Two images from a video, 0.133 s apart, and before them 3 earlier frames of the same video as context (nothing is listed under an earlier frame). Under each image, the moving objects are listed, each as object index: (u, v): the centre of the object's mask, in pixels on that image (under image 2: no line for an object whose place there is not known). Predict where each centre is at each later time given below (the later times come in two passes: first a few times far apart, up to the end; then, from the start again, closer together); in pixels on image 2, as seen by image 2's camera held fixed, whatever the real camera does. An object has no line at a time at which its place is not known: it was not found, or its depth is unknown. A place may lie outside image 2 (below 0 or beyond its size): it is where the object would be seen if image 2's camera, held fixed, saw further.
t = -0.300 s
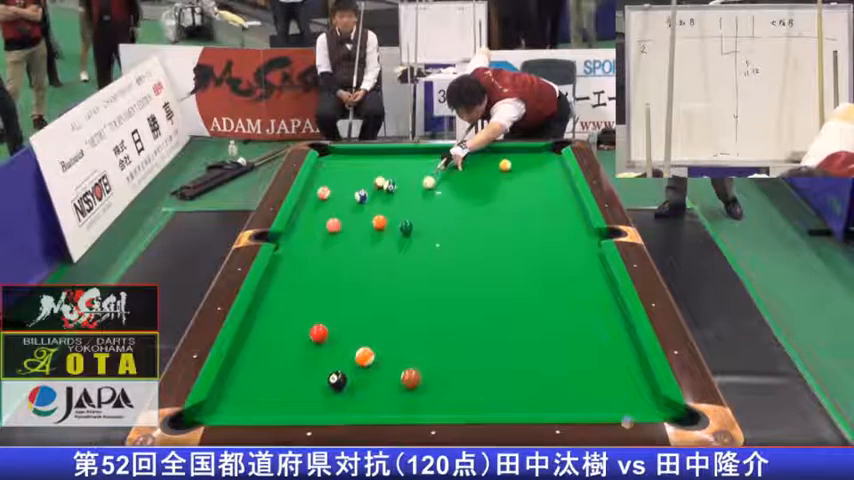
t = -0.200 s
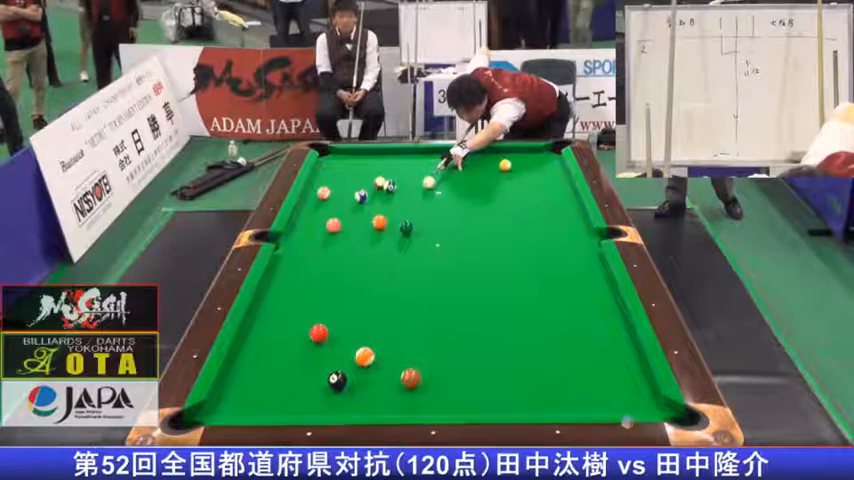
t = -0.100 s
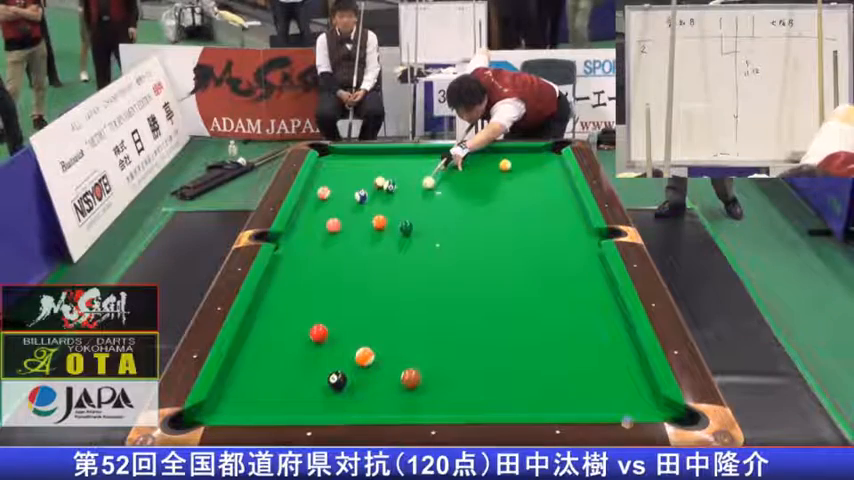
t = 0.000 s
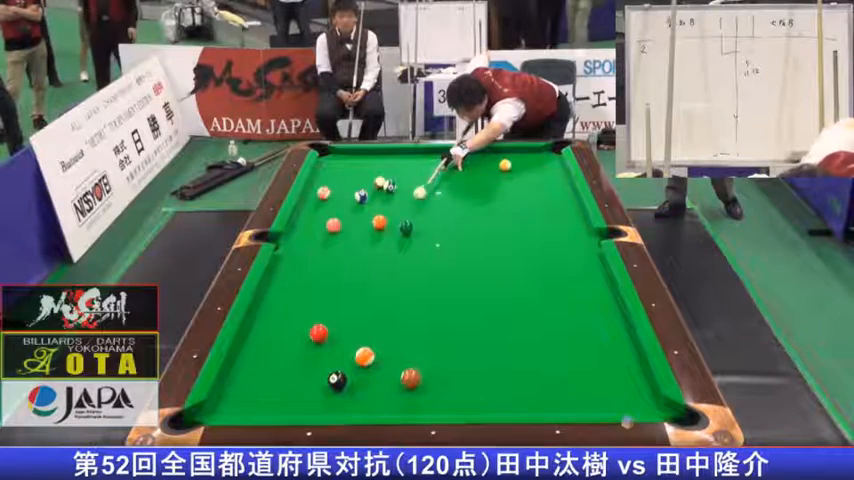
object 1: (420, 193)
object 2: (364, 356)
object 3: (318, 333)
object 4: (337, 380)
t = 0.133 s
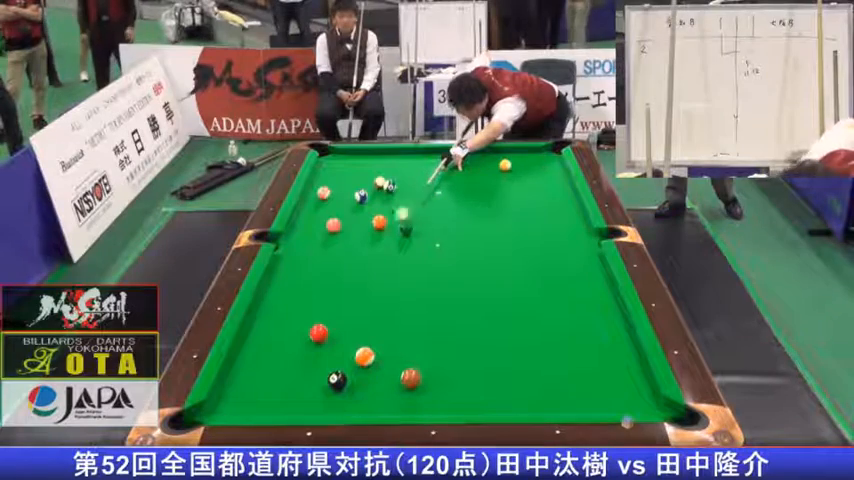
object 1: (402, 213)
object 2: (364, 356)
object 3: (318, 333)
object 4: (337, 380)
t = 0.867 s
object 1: (240, 367)
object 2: (375, 357)
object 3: (345, 362)
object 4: (337, 380)
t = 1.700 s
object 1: (334, 365)
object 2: (472, 367)
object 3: (370, 389)
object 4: (354, 402)
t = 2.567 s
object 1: (380, 310)
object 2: (555, 375)
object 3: (419, 389)
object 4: (359, 401)
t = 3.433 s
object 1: (410, 273)
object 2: (616, 382)
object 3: (447, 387)
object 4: (359, 401)
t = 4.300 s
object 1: (432, 249)
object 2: (643, 386)
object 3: (453, 387)
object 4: (359, 401)
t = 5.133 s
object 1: (447, 233)
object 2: (640, 388)
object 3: (454, 388)
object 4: (359, 400)
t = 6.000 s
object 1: (455, 223)
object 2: (640, 388)
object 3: (454, 387)
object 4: (359, 400)
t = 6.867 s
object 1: (457, 219)
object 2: (641, 387)
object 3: (454, 388)
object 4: (359, 400)
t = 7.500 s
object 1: (457, 218)
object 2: (641, 387)
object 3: (454, 387)
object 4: (359, 400)
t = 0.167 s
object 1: (397, 219)
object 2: (364, 356)
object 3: (318, 333)
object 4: (337, 380)
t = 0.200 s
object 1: (392, 226)
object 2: (364, 356)
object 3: (318, 333)
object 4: (337, 380)
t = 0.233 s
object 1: (387, 232)
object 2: (364, 356)
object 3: (318, 333)
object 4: (337, 380)
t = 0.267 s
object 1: (381, 238)
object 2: (364, 356)
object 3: (318, 333)
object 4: (337, 380)
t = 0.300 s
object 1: (376, 245)
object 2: (364, 356)
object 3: (318, 333)
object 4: (337, 380)
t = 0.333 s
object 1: (371, 252)
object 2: (364, 356)
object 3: (318, 333)
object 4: (337, 380)
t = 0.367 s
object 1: (364, 259)
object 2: (364, 356)
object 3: (318, 333)
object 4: (337, 380)
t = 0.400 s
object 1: (359, 266)
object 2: (364, 356)
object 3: (318, 333)
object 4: (337, 380)
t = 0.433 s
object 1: (352, 274)
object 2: (364, 356)
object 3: (318, 333)
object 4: (337, 380)
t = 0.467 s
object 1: (345, 281)
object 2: (364, 356)
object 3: (318, 333)
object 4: (337, 380)
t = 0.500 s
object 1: (338, 290)
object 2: (364, 356)
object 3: (318, 333)
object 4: (337, 380)
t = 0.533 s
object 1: (332, 298)
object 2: (364, 356)
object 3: (318, 333)
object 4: (337, 380)
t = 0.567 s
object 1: (325, 307)
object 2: (364, 356)
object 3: (318, 333)
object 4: (337, 380)
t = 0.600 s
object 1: (317, 316)
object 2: (364, 356)
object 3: (318, 334)
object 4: (337, 380)
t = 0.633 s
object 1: (308, 325)
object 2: (364, 356)
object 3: (319, 334)
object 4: (337, 380)
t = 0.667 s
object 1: (295, 331)
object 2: (364, 357)
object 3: (324, 337)
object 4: (337, 380)
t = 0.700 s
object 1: (282, 337)
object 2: (364, 357)
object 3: (330, 342)
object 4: (337, 380)
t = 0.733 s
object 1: (268, 343)
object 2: (364, 357)
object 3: (335, 347)
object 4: (337, 380)
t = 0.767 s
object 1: (255, 349)
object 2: (364, 356)
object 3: (341, 351)
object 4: (337, 380)
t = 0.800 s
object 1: (241, 356)
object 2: (364, 356)
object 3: (345, 355)
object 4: (337, 380)
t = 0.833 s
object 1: (234, 362)
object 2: (370, 357)
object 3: (345, 360)
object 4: (337, 380)
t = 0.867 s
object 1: (240, 367)
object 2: (375, 357)
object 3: (345, 362)
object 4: (337, 380)
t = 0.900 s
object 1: (245, 371)
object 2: (379, 358)
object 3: (345, 364)
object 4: (337, 381)
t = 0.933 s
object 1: (251, 376)
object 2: (384, 358)
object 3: (344, 365)
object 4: (337, 380)
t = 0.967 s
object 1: (255, 381)
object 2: (388, 358)
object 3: (344, 367)
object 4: (337, 382)
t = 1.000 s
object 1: (259, 386)
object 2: (392, 359)
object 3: (344, 370)
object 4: (335, 385)
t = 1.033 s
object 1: (263, 391)
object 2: (395, 360)
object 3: (347, 372)
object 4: (334, 386)
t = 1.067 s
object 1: (267, 396)
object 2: (399, 360)
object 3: (348, 373)
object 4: (334, 389)
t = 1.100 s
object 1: (271, 402)
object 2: (403, 361)
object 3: (350, 374)
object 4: (331, 392)
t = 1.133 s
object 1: (275, 406)
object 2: (407, 360)
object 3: (351, 375)
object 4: (330, 394)
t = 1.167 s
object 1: (280, 410)
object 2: (411, 360)
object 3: (352, 376)
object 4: (328, 395)
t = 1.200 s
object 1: (287, 408)
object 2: (416, 360)
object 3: (353, 377)
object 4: (327, 398)
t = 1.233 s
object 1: (295, 405)
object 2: (420, 361)
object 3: (354, 378)
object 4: (325, 401)
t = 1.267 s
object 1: (301, 402)
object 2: (423, 362)
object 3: (355, 379)
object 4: (324, 402)
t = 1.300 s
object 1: (304, 399)
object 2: (427, 362)
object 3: (357, 380)
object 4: (326, 404)
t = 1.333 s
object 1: (307, 396)
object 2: (431, 363)
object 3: (358, 381)
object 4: (330, 405)
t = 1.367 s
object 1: (309, 393)
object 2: (435, 363)
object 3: (359, 382)
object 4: (333, 408)
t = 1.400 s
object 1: (312, 390)
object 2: (439, 363)
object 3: (360, 383)
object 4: (334, 408)
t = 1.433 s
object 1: (315, 387)
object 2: (442, 364)
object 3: (361, 383)
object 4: (338, 408)
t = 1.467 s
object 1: (317, 384)
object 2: (446, 365)
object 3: (361, 384)
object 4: (340, 407)
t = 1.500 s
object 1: (320, 381)
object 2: (450, 365)
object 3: (363, 384)
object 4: (340, 407)
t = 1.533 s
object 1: (322, 379)
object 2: (454, 366)
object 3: (364, 385)
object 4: (345, 407)
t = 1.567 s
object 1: (325, 376)
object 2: (457, 366)
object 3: (365, 386)
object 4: (348, 405)
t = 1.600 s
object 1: (327, 373)
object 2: (461, 366)
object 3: (366, 387)
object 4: (349, 406)
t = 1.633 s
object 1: (329, 370)
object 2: (465, 366)
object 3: (367, 388)
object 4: (351, 405)
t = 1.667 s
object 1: (331, 367)
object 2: (469, 367)
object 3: (368, 388)
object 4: (352, 405)
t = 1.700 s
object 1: (334, 365)
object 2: (472, 367)
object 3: (370, 389)
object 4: (354, 402)
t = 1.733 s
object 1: (335, 362)
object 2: (476, 367)
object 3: (371, 389)
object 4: (356, 401)
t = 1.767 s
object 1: (338, 360)
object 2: (479, 368)
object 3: (373, 390)
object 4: (358, 401)
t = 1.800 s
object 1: (340, 357)
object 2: (482, 368)
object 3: (375, 390)
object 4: (359, 401)
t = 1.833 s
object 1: (342, 355)
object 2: (485, 368)
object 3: (377, 390)
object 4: (358, 401)
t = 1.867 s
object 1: (344, 353)
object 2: (489, 369)
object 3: (379, 390)
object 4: (359, 401)
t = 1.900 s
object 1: (346, 350)
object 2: (493, 369)
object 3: (381, 390)
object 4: (358, 400)
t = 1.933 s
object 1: (348, 348)
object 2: (496, 369)
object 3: (383, 390)
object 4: (359, 401)
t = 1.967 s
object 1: (350, 346)
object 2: (500, 369)
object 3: (385, 390)
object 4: (359, 401)
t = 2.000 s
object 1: (352, 343)
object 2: (503, 370)
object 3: (387, 390)
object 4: (359, 401)
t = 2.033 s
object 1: (354, 341)
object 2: (507, 370)
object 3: (389, 390)
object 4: (359, 400)
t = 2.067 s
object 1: (356, 339)
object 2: (510, 371)
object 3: (392, 389)
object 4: (359, 401)
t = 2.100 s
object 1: (357, 337)
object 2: (513, 371)
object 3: (393, 389)
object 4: (359, 401)
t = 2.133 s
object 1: (359, 335)
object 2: (516, 372)
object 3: (396, 389)
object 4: (359, 401)
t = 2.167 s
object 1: (361, 332)
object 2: (519, 372)
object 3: (397, 389)
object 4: (359, 401)
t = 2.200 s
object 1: (363, 330)
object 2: (522, 372)
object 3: (400, 389)
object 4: (359, 401)
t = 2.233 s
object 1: (364, 328)
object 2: (525, 373)
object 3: (401, 389)
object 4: (359, 401)
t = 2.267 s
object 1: (366, 326)
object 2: (528, 373)
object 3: (403, 389)
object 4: (359, 401)
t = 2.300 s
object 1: (368, 324)
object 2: (531, 373)
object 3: (404, 388)
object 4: (359, 401)
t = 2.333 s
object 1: (369, 322)
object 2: (535, 373)
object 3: (406, 388)
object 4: (359, 401)
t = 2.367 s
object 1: (371, 320)
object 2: (538, 373)
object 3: (408, 388)
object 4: (359, 401)
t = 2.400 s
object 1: (372, 319)
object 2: (541, 374)
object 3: (409, 388)
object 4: (359, 401)
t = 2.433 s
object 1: (374, 317)
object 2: (544, 374)
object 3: (411, 389)
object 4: (359, 401)
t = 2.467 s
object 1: (375, 315)
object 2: (546, 375)
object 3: (413, 390)
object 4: (359, 401)
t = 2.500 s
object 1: (377, 314)
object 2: (549, 376)
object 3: (414, 390)
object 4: (359, 401)
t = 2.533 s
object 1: (378, 312)
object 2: (552, 375)
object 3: (417, 390)
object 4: (359, 401)
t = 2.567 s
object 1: (380, 310)
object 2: (555, 375)
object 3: (419, 389)
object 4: (359, 401)
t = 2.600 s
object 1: (381, 308)
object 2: (558, 376)
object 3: (420, 389)
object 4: (359, 401)
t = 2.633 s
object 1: (383, 307)
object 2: (561, 376)
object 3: (420, 389)
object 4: (359, 401)
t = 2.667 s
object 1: (384, 305)
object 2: (564, 376)
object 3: (421, 389)
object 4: (359, 401)
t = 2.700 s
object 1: (386, 303)
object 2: (567, 376)
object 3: (424, 388)
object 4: (359, 401)
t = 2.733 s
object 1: (387, 302)
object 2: (569, 377)
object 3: (425, 388)
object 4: (359, 401)
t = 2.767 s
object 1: (388, 300)
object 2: (571, 377)
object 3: (426, 388)
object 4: (359, 401)
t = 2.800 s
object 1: (389, 299)
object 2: (574, 377)
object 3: (427, 388)
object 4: (359, 401)
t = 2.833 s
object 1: (390, 297)
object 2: (576, 377)
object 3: (429, 388)
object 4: (359, 401)
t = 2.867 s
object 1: (392, 296)
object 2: (579, 378)
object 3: (429, 388)
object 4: (359, 401)
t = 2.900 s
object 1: (393, 294)
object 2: (581, 378)
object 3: (432, 388)
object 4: (359, 401)
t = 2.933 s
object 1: (394, 293)
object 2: (584, 378)
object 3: (433, 387)
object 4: (359, 401)
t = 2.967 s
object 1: (396, 291)
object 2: (586, 378)
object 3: (434, 387)
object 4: (359, 401)
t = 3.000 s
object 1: (397, 290)
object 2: (589, 379)
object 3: (435, 387)
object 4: (359, 401)
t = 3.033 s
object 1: (398, 289)
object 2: (591, 379)
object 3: (437, 387)
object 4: (359, 401)
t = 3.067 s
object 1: (399, 287)
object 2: (593, 379)
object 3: (438, 387)
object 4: (359, 401)
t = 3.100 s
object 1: (400, 286)
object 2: (595, 380)
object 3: (438, 387)
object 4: (359, 401)
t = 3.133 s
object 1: (402, 284)
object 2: (598, 380)
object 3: (439, 387)
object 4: (359, 401)
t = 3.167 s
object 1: (402, 283)
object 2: (600, 380)
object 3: (440, 387)
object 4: (359, 401)
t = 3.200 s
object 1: (403, 282)
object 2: (602, 380)
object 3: (441, 387)
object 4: (359, 401)
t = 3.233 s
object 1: (404, 281)
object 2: (604, 380)
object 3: (441, 387)
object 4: (359, 401)
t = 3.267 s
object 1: (405, 279)
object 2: (607, 381)
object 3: (443, 387)
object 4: (359, 401)
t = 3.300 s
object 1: (407, 278)
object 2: (608, 381)
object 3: (443, 387)
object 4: (359, 401)
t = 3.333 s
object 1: (408, 277)
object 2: (611, 381)
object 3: (445, 387)
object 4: (359, 401)
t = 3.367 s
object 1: (409, 276)
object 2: (613, 381)
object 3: (445, 387)
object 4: (359, 401)
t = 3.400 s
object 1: (410, 274)
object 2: (615, 382)
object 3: (445, 387)
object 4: (359, 401)
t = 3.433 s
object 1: (410, 273)
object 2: (616, 382)
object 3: (447, 387)
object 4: (359, 401)
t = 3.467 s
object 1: (412, 272)
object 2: (620, 382)
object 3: (447, 387)
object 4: (359, 401)
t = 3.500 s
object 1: (413, 271)
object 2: (621, 382)
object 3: (448, 387)
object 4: (359, 401)
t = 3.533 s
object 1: (413, 270)
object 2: (623, 383)
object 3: (448, 387)
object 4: (359, 401)
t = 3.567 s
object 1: (414, 269)
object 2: (624, 383)
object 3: (448, 387)
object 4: (359, 401)
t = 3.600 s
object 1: (415, 268)
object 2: (626, 383)
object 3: (449, 387)
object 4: (359, 401)
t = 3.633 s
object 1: (416, 267)
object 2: (627, 383)
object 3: (449, 387)
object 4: (359, 401)
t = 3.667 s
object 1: (417, 266)
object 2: (630, 383)
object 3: (450, 387)
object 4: (359, 401)
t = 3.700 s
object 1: (418, 265)
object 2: (631, 384)
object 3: (450, 387)
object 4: (359, 401)
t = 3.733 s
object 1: (419, 264)
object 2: (633, 384)
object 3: (451, 387)
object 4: (359, 401)
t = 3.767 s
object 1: (419, 263)
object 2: (635, 384)
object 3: (452, 387)
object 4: (359, 401)
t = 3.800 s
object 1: (421, 262)
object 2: (637, 385)
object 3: (452, 387)
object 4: (359, 401)
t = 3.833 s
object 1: (422, 261)
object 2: (638, 385)
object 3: (452, 387)
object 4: (359, 401)
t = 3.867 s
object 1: (422, 260)
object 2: (640, 385)
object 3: (452, 388)
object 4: (359, 401)
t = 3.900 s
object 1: (423, 259)
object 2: (641, 385)
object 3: (452, 388)
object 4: (359, 401)
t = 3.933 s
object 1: (424, 258)
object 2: (643, 385)
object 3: (453, 388)
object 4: (359, 401)
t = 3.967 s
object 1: (424, 257)
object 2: (643, 386)
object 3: (453, 387)
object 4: (359, 401)
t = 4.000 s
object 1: (425, 256)
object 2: (645, 385)
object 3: (453, 388)
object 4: (359, 401)
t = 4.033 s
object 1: (426, 255)
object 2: (646, 385)
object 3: (453, 387)
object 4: (359, 401)
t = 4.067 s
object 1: (427, 255)
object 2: (646, 385)
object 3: (453, 387)
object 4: (359, 401)
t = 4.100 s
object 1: (428, 254)
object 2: (646, 385)
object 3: (453, 387)
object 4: (359, 401)
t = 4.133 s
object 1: (429, 253)
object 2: (646, 386)
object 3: (453, 387)
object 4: (359, 401)
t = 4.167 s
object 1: (429, 252)
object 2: (646, 386)
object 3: (453, 388)
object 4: (359, 401)
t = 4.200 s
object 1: (430, 251)
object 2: (645, 386)
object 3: (453, 387)
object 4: (359, 401)
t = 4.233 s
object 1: (431, 250)
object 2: (645, 386)
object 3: (453, 388)
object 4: (359, 401)
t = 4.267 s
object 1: (432, 250)
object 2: (644, 386)
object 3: (453, 387)
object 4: (359, 401)
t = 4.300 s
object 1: (432, 249)
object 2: (643, 386)
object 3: (453, 387)
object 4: (359, 401)
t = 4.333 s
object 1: (433, 248)
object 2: (643, 387)
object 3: (453, 387)
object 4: (359, 401)
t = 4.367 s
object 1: (433, 248)
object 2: (643, 387)
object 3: (453, 387)
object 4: (359, 401)
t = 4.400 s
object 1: (434, 247)
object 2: (643, 386)
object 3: (454, 387)
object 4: (359, 401)
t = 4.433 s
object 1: (435, 246)
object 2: (642, 387)
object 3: (453, 387)
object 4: (359, 401)
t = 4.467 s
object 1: (435, 245)
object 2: (641, 387)
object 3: (454, 387)
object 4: (359, 401)
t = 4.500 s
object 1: (436, 245)
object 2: (641, 387)
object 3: (454, 387)
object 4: (359, 401)
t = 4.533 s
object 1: (437, 244)
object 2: (641, 387)
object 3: (454, 388)
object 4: (359, 401)
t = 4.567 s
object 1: (437, 243)
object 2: (641, 387)
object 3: (454, 387)
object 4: (359, 400)
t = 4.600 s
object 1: (438, 242)
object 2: (641, 387)
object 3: (454, 387)
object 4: (359, 400)
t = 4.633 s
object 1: (438, 242)
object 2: (640, 387)
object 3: (454, 388)
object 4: (359, 400)
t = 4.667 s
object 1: (439, 241)
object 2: (640, 387)
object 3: (454, 387)
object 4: (359, 400)
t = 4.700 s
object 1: (439, 241)
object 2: (640, 387)
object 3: (454, 387)
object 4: (359, 400)
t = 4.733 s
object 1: (440, 240)
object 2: (640, 387)
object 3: (454, 388)
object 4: (359, 400)
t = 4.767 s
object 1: (441, 239)
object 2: (640, 387)
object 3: (454, 387)
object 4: (359, 400)
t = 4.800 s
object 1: (441, 239)
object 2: (640, 387)
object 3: (454, 388)
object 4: (359, 400)
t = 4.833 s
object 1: (442, 238)
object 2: (640, 387)
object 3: (454, 387)
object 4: (359, 400)
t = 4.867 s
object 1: (443, 237)
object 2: (640, 388)
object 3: (454, 388)
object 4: (359, 400)
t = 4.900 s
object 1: (443, 237)
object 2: (640, 387)
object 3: (454, 387)
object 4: (359, 400)
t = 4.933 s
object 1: (443, 236)
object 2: (640, 387)
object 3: (454, 387)
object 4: (359, 400)
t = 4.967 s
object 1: (444, 236)
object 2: (640, 388)
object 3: (454, 387)
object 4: (359, 400)
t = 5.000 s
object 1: (445, 235)
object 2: (640, 388)
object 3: (454, 387)
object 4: (359, 400)
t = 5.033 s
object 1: (445, 235)
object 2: (640, 388)
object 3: (454, 387)
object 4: (359, 400)
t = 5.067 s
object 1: (445, 235)
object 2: (640, 388)
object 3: (454, 387)
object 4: (359, 400)
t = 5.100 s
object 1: (446, 234)
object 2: (640, 388)
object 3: (454, 388)
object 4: (359, 400)
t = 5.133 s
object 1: (447, 233)
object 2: (640, 388)
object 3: (454, 388)
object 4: (359, 400)
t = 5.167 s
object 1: (447, 232)
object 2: (640, 388)
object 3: (454, 388)
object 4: (359, 400)
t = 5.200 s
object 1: (448, 232)
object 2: (640, 387)
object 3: (454, 387)
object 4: (359, 400)
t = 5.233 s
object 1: (448, 231)
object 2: (640, 387)
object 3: (454, 388)
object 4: (359, 400)
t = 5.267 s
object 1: (448, 231)
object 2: (640, 388)
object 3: (454, 387)
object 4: (359, 400)
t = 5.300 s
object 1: (448, 231)
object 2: (640, 387)
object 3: (454, 387)
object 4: (359, 400)
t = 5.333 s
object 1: (448, 231)
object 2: (640, 388)
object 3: (454, 387)
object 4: (359, 400)
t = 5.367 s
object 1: (449, 230)
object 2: (640, 387)
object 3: (454, 387)
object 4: (359, 400)
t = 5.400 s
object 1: (449, 230)
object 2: (640, 387)
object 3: (454, 388)
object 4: (359, 400)
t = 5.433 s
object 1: (450, 229)
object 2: (640, 388)
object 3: (454, 388)
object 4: (359, 400)
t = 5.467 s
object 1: (450, 228)
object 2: (640, 387)
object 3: (454, 387)
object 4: (359, 400)
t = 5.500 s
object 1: (451, 228)
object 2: (640, 387)
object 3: (454, 387)
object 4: (359, 400)
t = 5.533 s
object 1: (451, 228)
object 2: (640, 387)
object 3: (454, 387)
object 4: (359, 400)
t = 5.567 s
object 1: (452, 227)
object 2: (640, 387)
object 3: (454, 387)
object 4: (359, 400)
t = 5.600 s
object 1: (452, 227)
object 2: (640, 387)
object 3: (454, 388)
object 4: (359, 400)
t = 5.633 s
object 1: (452, 227)
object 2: (640, 387)
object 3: (454, 387)
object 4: (359, 400)
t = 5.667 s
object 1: (453, 226)
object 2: (640, 387)
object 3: (454, 388)
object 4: (359, 400)
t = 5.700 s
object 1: (452, 226)
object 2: (640, 387)
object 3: (454, 388)
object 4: (359, 400)
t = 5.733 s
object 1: (452, 226)
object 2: (640, 387)
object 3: (454, 387)
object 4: (359, 400)
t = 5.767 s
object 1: (453, 225)
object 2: (640, 387)
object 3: (454, 388)
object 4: (359, 400)
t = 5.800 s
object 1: (453, 225)
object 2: (640, 387)
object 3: (454, 388)
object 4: (359, 400)
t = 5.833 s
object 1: (453, 225)
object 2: (640, 388)
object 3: (454, 387)
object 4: (359, 400)
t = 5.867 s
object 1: (454, 224)
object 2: (640, 388)
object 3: (454, 388)
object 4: (359, 400)
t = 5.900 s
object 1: (454, 224)
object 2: (640, 388)
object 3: (454, 388)
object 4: (359, 400)
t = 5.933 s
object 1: (454, 224)
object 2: (640, 388)
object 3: (454, 387)
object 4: (359, 400)
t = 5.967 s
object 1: (454, 223)
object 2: (641, 387)
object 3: (454, 387)
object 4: (359, 400)
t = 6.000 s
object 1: (455, 223)
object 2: (640, 388)
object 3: (454, 387)
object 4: (359, 400)
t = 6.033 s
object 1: (455, 223)
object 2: (640, 388)
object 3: (454, 387)
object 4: (359, 400)
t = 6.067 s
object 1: (455, 223)
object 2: (640, 388)
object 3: (454, 388)
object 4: (359, 400)
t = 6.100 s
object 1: (455, 222)
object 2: (640, 388)
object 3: (454, 388)
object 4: (359, 400)
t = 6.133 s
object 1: (455, 222)
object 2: (640, 388)
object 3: (454, 387)
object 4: (359, 400)
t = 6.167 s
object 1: (455, 222)
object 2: (640, 388)
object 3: (454, 388)
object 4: (359, 400)
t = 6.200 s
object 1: (455, 221)
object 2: (640, 388)
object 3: (454, 388)
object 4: (359, 400)
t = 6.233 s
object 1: (455, 221)
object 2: (640, 388)
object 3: (454, 388)
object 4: (359, 400)
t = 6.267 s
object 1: (455, 221)
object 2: (640, 388)
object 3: (454, 388)
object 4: (359, 400)
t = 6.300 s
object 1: (455, 221)
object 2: (640, 388)
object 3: (454, 388)
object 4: (359, 400)
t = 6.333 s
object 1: (456, 220)
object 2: (640, 387)
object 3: (454, 388)
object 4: (359, 400)
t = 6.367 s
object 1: (456, 220)
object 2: (640, 388)
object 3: (454, 388)
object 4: (359, 400)
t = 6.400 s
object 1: (456, 220)
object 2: (641, 387)
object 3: (454, 388)
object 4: (359, 400)
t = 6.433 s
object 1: (456, 220)
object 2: (640, 388)
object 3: (454, 388)
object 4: (359, 400)
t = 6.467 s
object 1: (456, 220)
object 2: (640, 388)
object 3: (454, 388)
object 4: (359, 400)
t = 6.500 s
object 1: (456, 220)
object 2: (641, 387)
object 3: (454, 388)
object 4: (359, 400)
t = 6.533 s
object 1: (456, 220)
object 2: (640, 388)
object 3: (454, 388)
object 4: (359, 400)
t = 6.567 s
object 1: (456, 219)
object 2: (640, 388)
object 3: (454, 388)
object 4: (359, 400)
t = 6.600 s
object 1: (456, 219)
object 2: (640, 387)
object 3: (454, 388)
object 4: (359, 400)
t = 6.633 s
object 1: (456, 219)
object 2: (640, 388)
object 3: (454, 388)
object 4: (359, 400)
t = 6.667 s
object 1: (456, 219)
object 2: (640, 388)
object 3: (454, 388)
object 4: (359, 400)
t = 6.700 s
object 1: (456, 219)
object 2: (640, 388)
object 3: (454, 388)
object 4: (359, 400)
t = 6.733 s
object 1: (456, 219)
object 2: (640, 388)
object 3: (454, 388)
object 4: (359, 400)
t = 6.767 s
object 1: (456, 219)
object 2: (641, 387)
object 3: (454, 388)
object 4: (359, 400)
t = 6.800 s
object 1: (457, 219)
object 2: (640, 388)
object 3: (454, 388)
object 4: (359, 400)
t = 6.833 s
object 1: (457, 219)
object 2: (640, 388)
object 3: (454, 388)
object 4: (359, 400)
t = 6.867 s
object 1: (457, 219)
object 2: (641, 387)
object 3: (454, 388)
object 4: (359, 400)
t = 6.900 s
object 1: (457, 218)
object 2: (641, 387)
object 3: (454, 388)
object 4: (359, 400)
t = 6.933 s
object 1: (457, 218)
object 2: (640, 388)
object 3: (454, 388)
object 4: (359, 400)
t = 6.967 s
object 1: (457, 218)
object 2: (640, 388)
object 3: (454, 388)
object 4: (359, 400)
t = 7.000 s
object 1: (457, 218)
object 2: (640, 388)
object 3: (454, 388)
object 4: (359, 400)
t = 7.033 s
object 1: (457, 218)
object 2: (640, 388)
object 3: (454, 388)
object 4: (359, 400)
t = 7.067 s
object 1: (457, 218)
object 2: (640, 388)
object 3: (454, 388)
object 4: (359, 400)
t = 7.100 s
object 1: (457, 218)
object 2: (640, 388)
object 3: (454, 388)
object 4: (359, 400)
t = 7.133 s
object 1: (457, 218)
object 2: (640, 388)
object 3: (454, 388)
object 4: (359, 400)
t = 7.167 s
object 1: (457, 218)
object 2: (640, 388)
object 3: (454, 388)
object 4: (359, 400)
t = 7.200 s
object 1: (457, 218)
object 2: (641, 387)
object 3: (454, 388)
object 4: (359, 400)
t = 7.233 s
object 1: (457, 218)
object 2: (641, 387)
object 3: (454, 388)
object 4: (359, 400)
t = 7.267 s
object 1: (457, 218)
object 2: (640, 388)
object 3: (454, 388)
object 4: (359, 400)
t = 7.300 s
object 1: (457, 218)
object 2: (640, 388)
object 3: (454, 388)
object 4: (359, 400)
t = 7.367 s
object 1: (457, 218)
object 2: (641, 387)
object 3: (454, 388)
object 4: (359, 400)
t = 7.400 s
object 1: (457, 218)
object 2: (640, 388)
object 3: (454, 388)
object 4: (359, 400)
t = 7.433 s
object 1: (457, 218)
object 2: (640, 388)
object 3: (454, 388)
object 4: (359, 400)
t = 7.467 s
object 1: (457, 218)
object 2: (641, 387)
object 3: (454, 387)
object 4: (359, 400)
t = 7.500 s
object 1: (457, 218)
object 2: (641, 387)
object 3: (454, 387)
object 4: (359, 400)
